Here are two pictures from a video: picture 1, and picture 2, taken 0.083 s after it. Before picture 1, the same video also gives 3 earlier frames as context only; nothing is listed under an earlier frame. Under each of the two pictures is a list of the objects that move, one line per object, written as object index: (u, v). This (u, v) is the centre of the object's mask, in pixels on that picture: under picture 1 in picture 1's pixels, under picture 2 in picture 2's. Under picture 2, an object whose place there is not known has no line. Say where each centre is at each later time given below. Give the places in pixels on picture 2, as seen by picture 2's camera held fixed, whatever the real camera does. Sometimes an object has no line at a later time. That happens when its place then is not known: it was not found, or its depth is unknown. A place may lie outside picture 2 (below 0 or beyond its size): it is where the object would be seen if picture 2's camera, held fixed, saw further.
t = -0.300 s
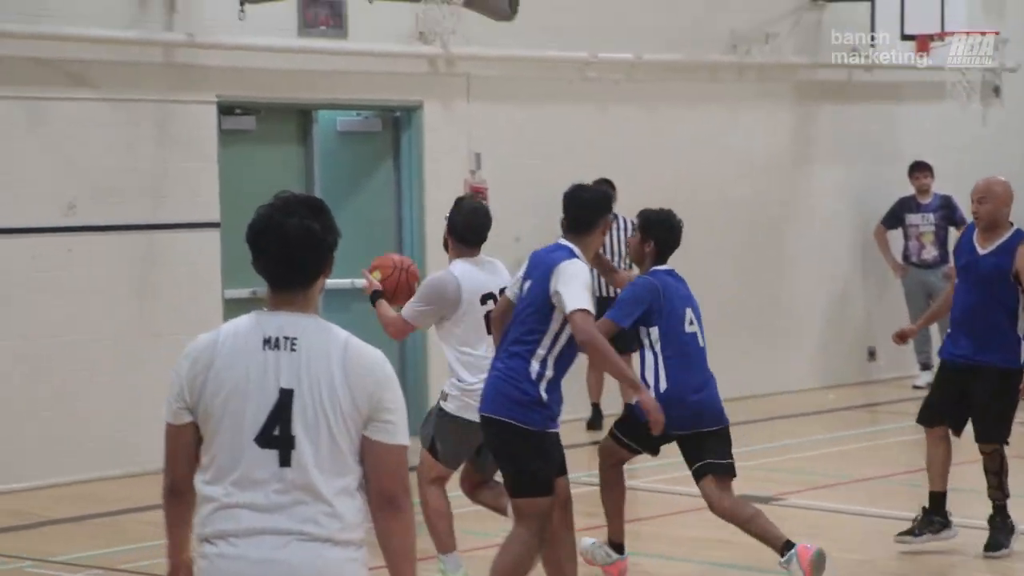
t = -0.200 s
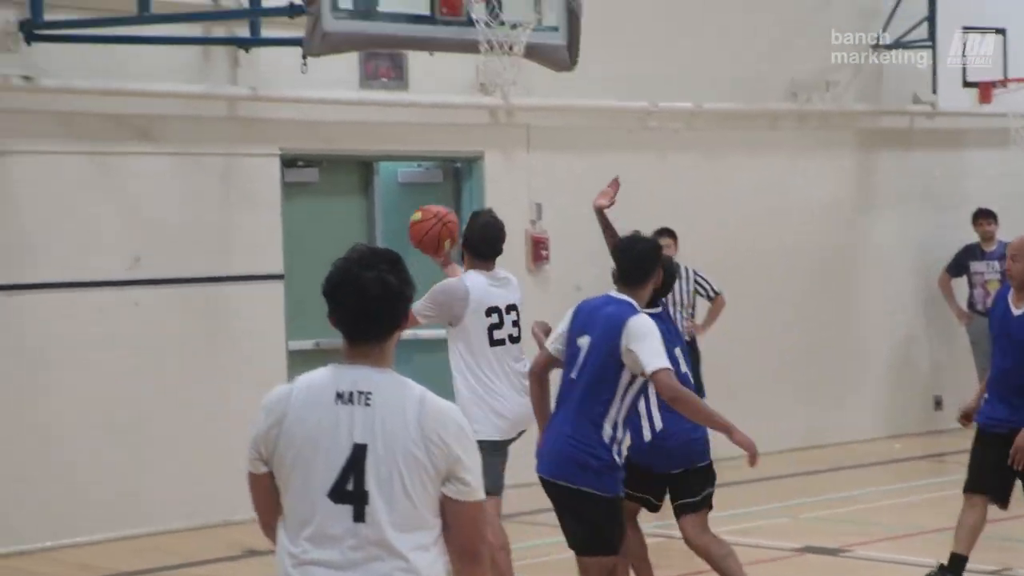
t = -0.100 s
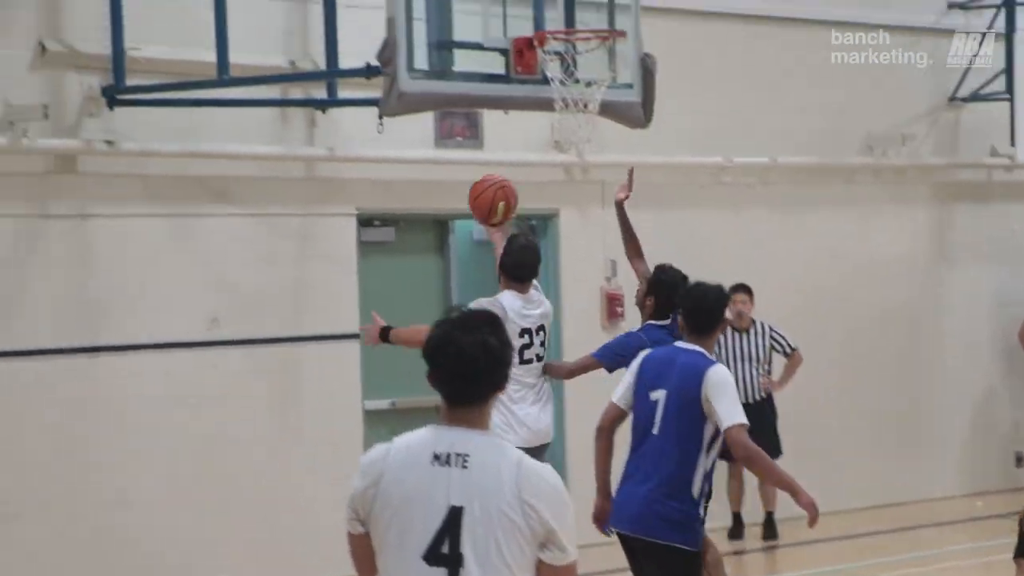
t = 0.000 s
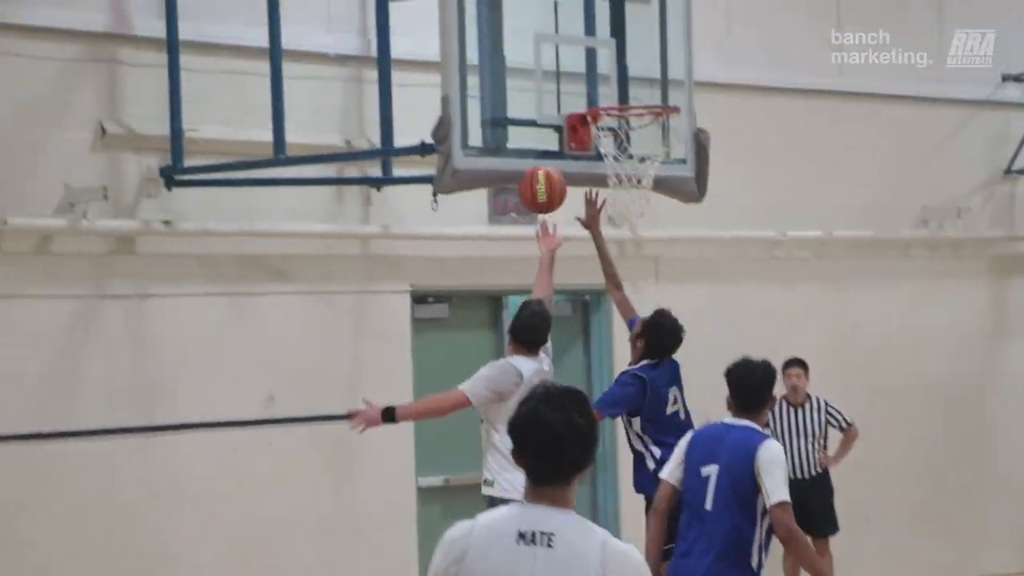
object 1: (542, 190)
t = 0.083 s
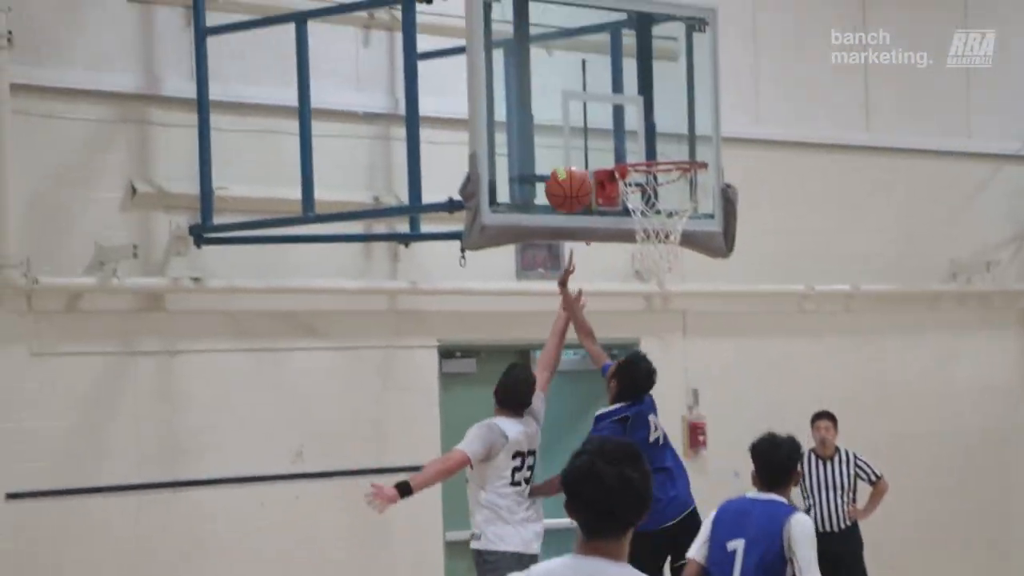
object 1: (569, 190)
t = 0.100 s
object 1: (568, 179)
